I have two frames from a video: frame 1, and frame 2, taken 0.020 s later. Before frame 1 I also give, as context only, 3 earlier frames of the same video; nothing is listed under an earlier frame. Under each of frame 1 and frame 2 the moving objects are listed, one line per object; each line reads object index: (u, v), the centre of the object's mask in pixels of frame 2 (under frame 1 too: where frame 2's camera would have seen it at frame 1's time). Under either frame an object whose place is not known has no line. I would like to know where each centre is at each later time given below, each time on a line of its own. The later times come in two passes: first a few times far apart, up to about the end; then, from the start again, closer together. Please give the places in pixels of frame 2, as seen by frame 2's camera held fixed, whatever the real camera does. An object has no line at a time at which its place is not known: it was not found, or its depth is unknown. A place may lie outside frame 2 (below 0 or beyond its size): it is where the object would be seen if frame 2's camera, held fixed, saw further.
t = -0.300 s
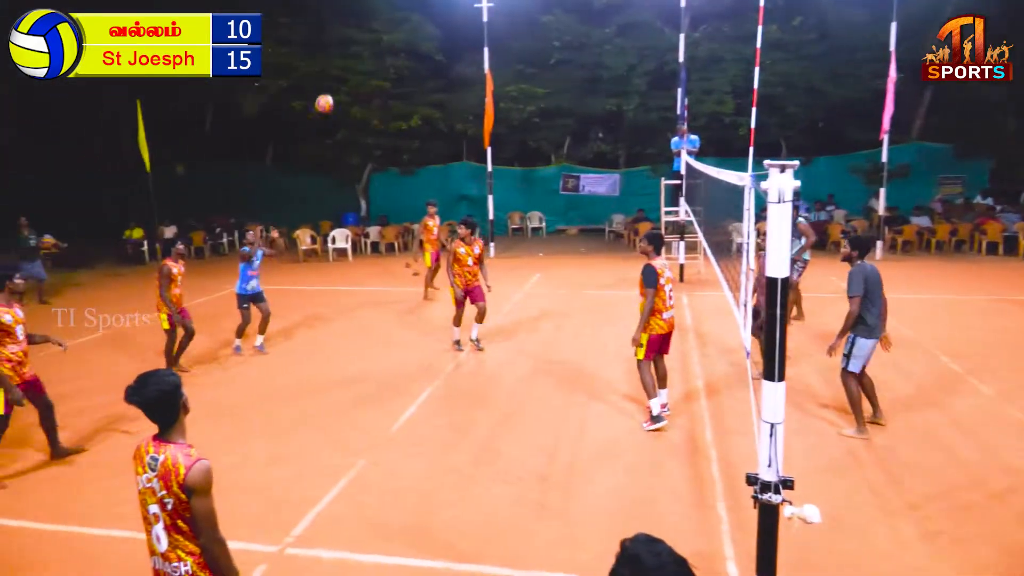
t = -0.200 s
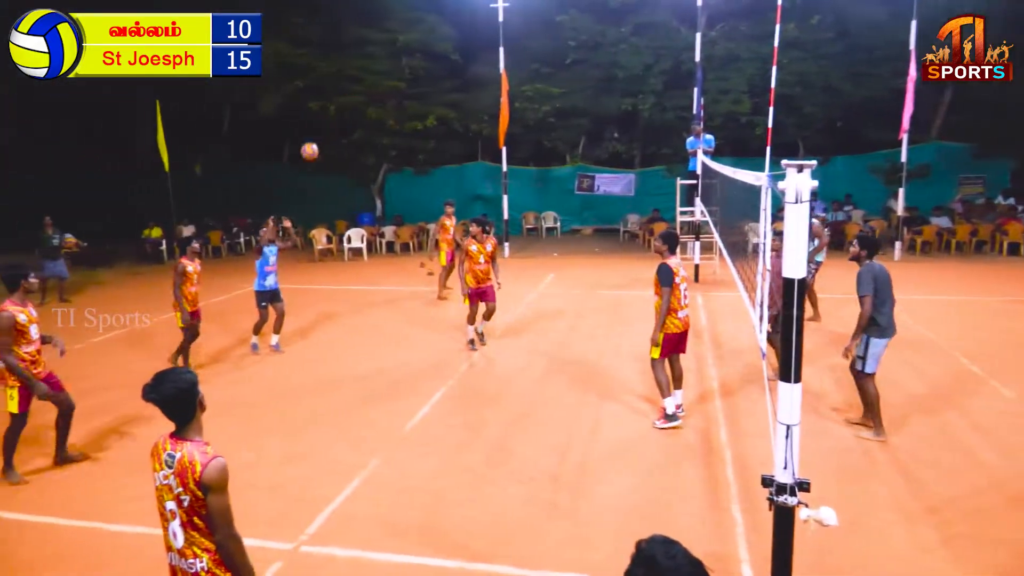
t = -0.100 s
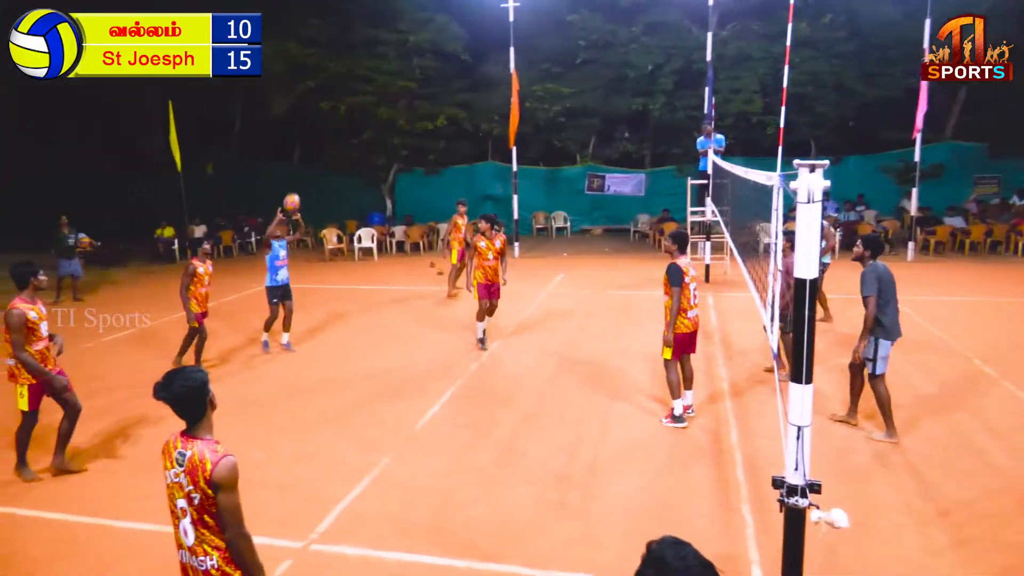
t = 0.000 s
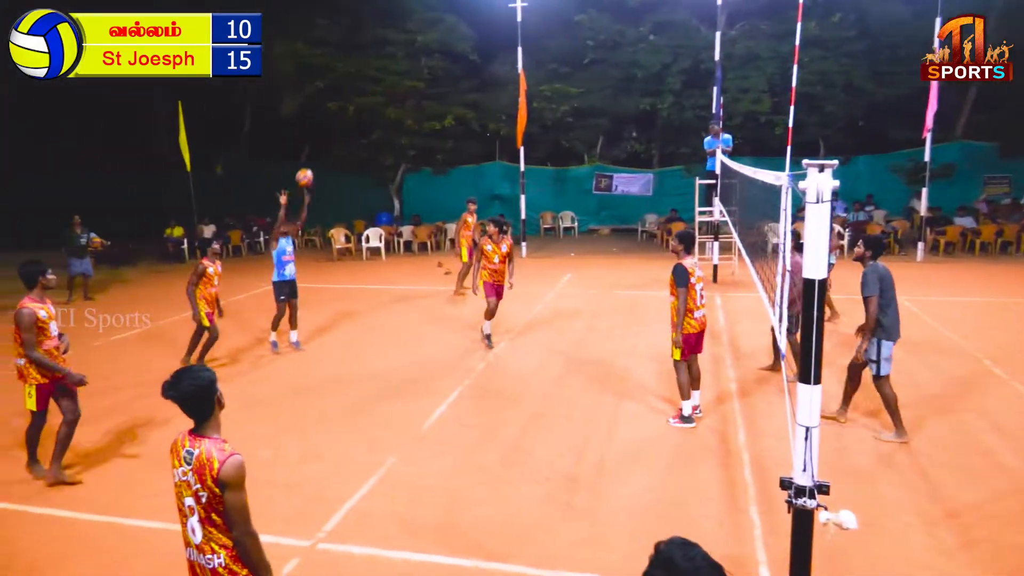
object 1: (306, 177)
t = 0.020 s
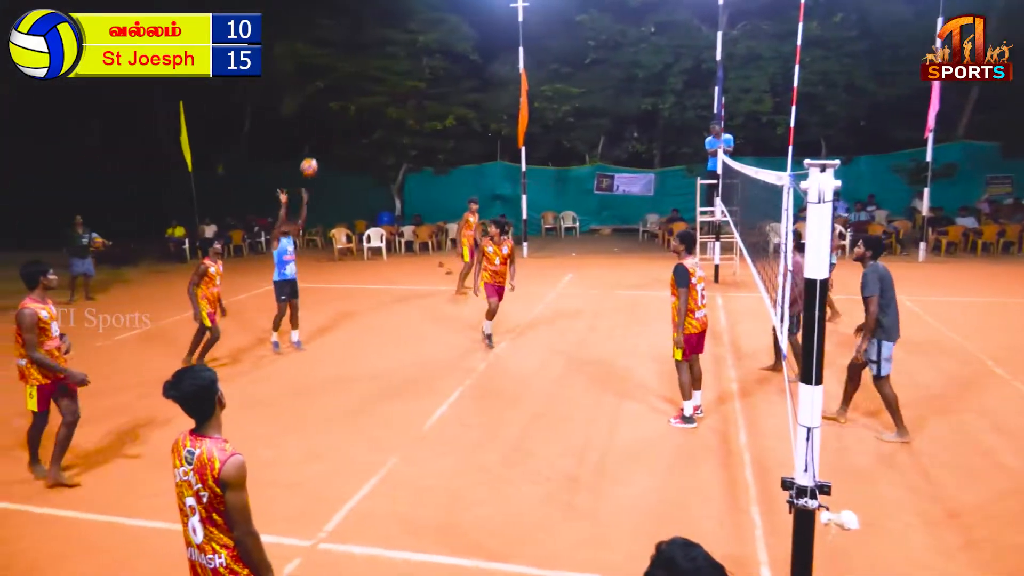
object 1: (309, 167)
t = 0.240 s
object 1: (353, 66)
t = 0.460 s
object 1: (405, 2)
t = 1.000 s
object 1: (569, 2)
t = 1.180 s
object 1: (632, 62)
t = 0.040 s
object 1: (312, 157)
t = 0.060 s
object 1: (316, 147)
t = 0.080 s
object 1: (320, 137)
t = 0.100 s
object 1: (324, 127)
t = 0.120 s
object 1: (328, 118)
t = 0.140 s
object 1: (331, 109)
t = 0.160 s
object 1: (335, 100)
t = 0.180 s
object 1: (340, 91)
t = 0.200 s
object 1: (344, 82)
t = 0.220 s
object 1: (348, 74)
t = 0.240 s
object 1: (353, 66)
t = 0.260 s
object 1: (357, 58)
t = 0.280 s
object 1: (361, 50)
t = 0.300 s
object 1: (366, 43)
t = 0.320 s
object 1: (371, 35)
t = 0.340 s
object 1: (376, 29)
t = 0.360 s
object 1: (381, 22)
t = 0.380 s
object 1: (386, 16)
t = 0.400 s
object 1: (390, 10)
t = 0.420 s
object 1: (395, 7)
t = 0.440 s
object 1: (401, 4)
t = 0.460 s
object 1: (405, 2)
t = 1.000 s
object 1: (569, 2)
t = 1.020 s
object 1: (576, 5)
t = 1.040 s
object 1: (583, 7)
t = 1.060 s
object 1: (589, 11)
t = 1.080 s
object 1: (597, 18)
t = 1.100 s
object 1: (603, 26)
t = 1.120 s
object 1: (610, 34)
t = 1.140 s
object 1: (617, 43)
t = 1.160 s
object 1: (625, 52)
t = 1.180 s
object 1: (632, 62)
